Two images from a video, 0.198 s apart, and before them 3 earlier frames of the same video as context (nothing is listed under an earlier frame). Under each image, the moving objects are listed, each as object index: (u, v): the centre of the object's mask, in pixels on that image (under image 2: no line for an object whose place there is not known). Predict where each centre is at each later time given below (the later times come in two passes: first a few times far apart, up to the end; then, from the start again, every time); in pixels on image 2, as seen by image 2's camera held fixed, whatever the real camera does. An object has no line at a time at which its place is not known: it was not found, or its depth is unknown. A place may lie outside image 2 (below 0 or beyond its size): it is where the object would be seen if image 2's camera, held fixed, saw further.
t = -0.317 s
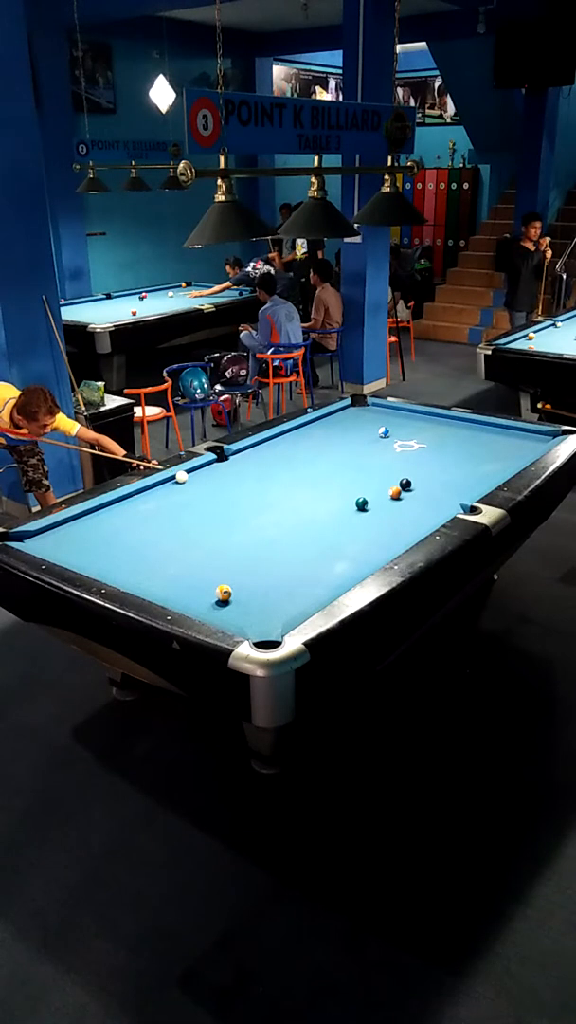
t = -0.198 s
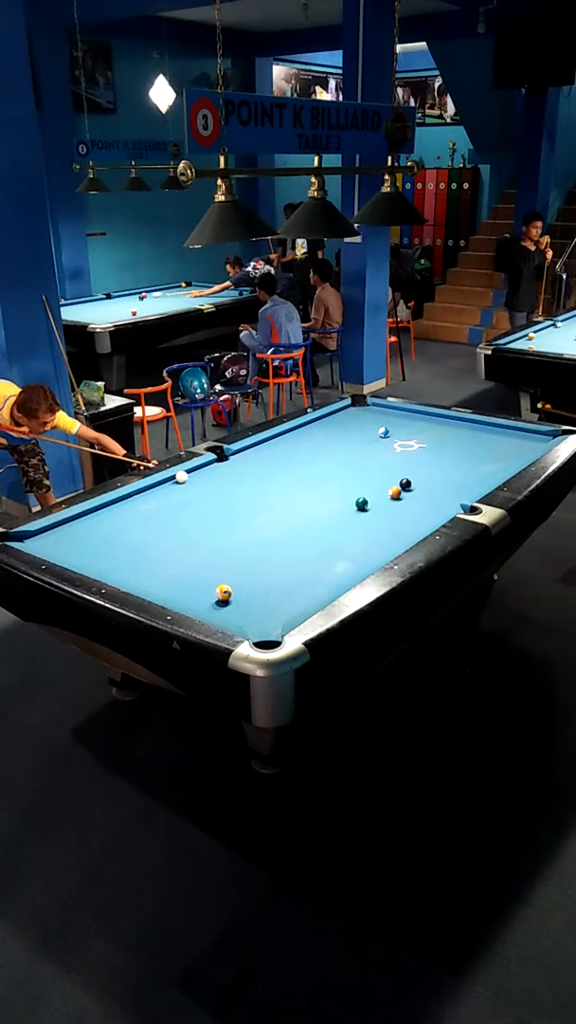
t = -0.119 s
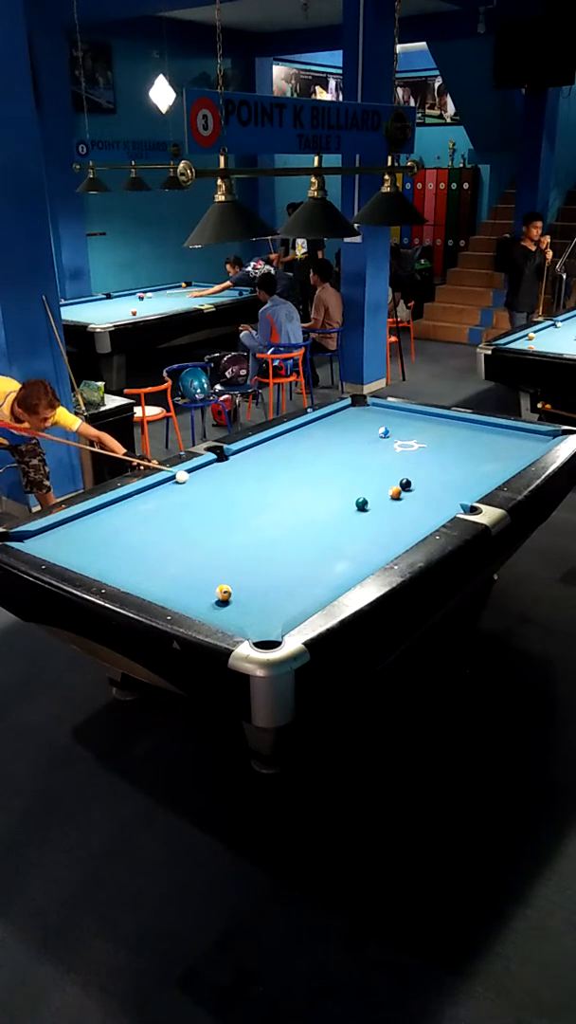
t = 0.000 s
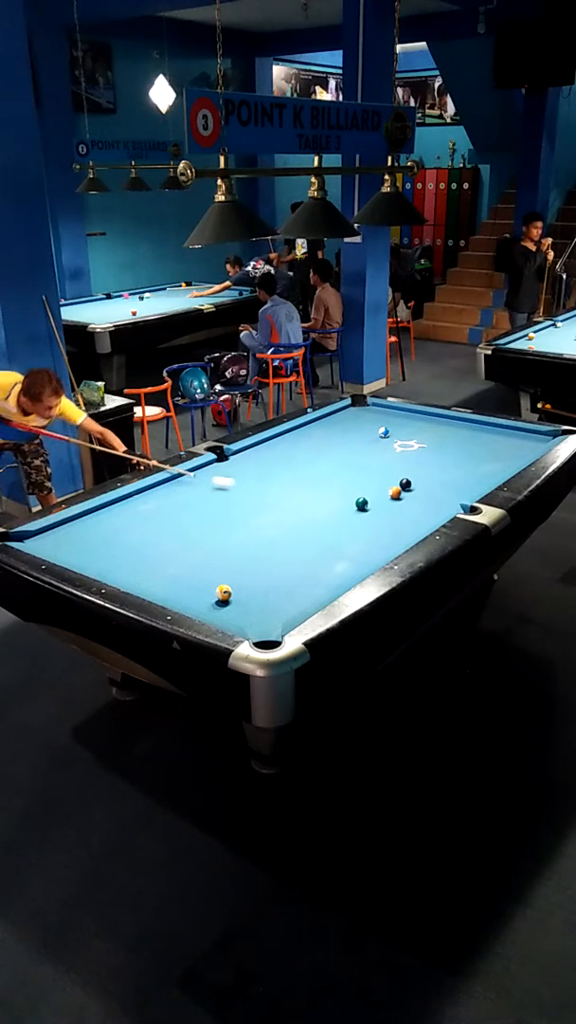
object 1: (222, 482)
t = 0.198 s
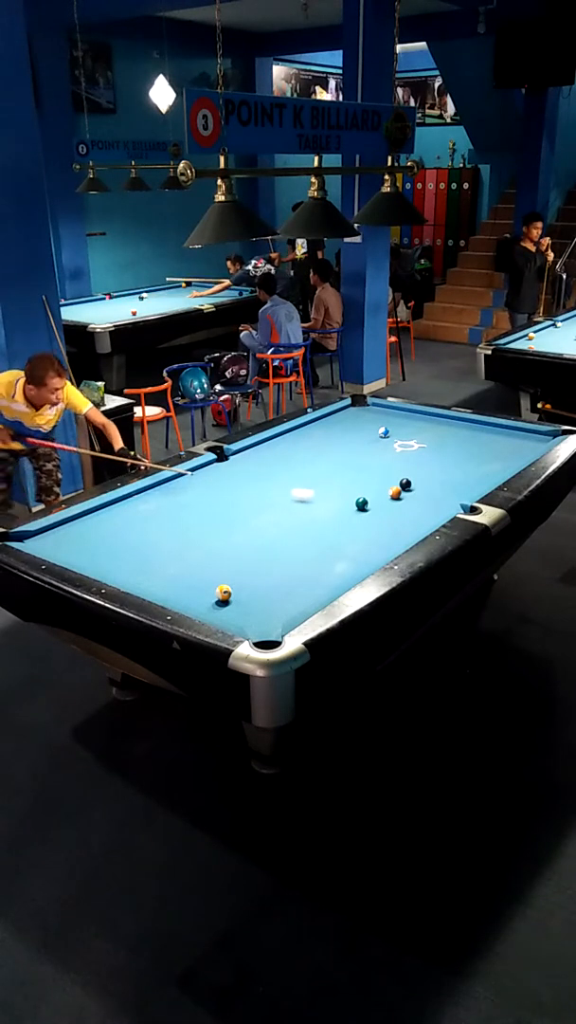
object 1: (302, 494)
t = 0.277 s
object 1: (336, 499)
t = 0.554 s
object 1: (369, 507)
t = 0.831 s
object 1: (401, 514)
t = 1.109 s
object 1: (426, 518)
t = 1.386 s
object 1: (414, 511)
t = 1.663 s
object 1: (403, 504)
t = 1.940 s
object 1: (392, 498)
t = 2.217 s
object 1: (382, 494)
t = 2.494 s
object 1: (372, 492)
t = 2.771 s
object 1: (363, 490)
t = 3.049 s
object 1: (356, 488)
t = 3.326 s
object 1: (350, 486)
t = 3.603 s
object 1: (346, 485)
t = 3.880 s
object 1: (343, 484)
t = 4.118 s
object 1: (341, 484)
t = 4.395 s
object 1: (341, 484)
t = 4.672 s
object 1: (341, 484)
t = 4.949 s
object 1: (341, 484)
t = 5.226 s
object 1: (341, 484)
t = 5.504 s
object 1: (341, 484)
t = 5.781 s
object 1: (341, 484)
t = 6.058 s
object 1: (341, 483)
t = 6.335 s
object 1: (341, 483)
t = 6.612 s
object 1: (341, 484)
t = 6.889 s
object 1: (341, 483)
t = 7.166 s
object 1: (341, 483)
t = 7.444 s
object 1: (341, 483)
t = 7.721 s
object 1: (341, 483)
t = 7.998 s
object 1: (341, 483)
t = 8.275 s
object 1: (341, 483)
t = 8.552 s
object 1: (341, 483)
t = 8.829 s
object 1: (341, 483)
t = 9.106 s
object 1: (341, 483)
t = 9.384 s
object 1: (341, 483)
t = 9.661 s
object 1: (341, 483)
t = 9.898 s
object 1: (341, 483)
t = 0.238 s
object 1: (319, 496)
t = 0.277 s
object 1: (336, 499)
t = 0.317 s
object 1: (348, 502)
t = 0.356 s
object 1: (350, 502)
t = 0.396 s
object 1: (352, 503)
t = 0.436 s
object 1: (355, 504)
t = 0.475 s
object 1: (359, 505)
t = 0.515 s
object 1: (364, 506)
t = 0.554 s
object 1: (369, 507)
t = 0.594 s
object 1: (373, 508)
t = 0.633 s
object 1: (377, 509)
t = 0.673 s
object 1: (382, 510)
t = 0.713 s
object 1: (387, 511)
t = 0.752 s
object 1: (391, 512)
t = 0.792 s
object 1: (396, 513)
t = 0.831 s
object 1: (401, 514)
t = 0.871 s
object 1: (405, 515)
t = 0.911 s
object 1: (409, 516)
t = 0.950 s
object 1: (414, 517)
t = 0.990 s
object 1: (418, 518)
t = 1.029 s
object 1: (422, 519)
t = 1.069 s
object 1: (426, 518)
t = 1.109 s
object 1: (426, 518)
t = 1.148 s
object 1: (424, 518)
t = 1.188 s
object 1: (423, 517)
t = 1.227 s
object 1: (421, 516)
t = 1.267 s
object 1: (420, 515)
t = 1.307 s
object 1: (418, 514)
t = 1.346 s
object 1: (416, 512)
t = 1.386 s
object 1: (414, 511)
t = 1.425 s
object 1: (413, 510)
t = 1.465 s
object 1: (411, 509)
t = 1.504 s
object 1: (409, 508)
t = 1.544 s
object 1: (408, 507)
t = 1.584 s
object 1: (406, 506)
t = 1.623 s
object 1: (404, 505)
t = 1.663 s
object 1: (403, 504)
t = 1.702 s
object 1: (401, 503)
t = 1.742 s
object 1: (400, 503)
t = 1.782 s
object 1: (398, 502)
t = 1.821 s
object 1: (397, 501)
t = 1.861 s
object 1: (396, 500)
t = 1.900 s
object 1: (394, 499)
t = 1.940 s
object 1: (392, 498)
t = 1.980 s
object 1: (391, 497)
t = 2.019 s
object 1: (390, 496)
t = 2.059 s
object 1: (388, 496)
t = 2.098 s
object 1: (386, 496)
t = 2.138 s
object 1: (385, 495)
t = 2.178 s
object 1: (383, 494)
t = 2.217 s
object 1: (382, 494)
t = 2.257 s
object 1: (380, 494)
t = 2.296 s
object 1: (379, 493)
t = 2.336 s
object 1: (378, 493)
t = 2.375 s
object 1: (376, 493)
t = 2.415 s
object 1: (375, 492)
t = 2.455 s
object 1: (373, 492)
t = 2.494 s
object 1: (372, 492)
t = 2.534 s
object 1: (371, 491)
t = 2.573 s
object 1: (370, 491)
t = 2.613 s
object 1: (369, 491)
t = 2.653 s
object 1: (367, 491)
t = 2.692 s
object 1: (366, 490)
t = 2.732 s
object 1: (365, 490)
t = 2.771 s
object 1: (363, 490)
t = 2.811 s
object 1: (362, 489)
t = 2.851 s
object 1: (361, 489)
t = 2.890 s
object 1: (360, 489)
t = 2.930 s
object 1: (359, 488)
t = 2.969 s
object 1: (358, 488)
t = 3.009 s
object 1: (357, 488)
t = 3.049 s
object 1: (356, 488)
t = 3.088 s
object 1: (355, 487)
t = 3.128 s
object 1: (354, 487)
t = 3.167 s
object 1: (354, 487)
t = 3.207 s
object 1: (353, 487)
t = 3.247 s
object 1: (352, 487)
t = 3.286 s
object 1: (351, 486)
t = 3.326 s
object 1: (350, 486)
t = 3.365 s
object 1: (350, 486)
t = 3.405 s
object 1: (349, 486)
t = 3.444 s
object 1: (348, 486)
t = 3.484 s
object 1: (348, 486)
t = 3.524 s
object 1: (347, 486)
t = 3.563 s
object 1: (347, 485)
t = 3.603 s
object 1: (346, 485)
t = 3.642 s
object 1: (345, 485)
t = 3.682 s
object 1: (345, 485)
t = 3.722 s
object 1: (344, 485)
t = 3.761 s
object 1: (344, 484)
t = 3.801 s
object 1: (344, 484)
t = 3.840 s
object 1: (343, 484)
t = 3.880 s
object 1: (343, 484)
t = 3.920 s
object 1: (343, 484)
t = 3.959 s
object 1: (342, 484)
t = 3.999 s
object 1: (342, 484)
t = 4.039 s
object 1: (342, 484)
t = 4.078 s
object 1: (342, 484)
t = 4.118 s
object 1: (341, 484)
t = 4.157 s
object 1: (341, 484)
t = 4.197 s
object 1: (341, 484)
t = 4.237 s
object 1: (341, 484)
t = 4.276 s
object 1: (341, 484)
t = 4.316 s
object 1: (341, 484)
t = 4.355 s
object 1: (341, 484)
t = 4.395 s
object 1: (341, 484)
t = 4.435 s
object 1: (341, 484)
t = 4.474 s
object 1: (341, 484)
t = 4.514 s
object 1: (341, 484)
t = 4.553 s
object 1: (341, 484)
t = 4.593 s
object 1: (341, 484)
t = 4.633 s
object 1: (341, 484)
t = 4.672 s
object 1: (341, 484)
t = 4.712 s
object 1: (341, 484)
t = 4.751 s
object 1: (341, 484)
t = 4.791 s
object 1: (341, 484)
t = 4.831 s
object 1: (341, 484)
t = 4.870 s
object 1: (341, 484)
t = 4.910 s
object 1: (341, 484)
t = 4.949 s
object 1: (341, 484)
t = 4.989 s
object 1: (341, 484)
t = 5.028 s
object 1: (341, 484)
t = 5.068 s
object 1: (341, 484)
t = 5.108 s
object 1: (341, 484)
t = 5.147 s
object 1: (341, 484)
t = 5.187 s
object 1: (341, 484)
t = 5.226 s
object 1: (341, 484)
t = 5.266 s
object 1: (341, 484)
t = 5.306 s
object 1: (341, 484)
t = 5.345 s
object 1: (341, 484)
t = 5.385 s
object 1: (341, 484)
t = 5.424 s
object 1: (341, 484)
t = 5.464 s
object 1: (341, 484)
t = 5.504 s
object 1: (341, 484)
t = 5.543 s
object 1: (341, 484)
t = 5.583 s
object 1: (341, 484)
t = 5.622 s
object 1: (341, 484)
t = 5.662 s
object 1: (341, 484)
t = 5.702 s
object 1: (341, 483)
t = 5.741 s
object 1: (341, 484)
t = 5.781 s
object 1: (341, 484)
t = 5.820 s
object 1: (341, 484)
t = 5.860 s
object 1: (341, 483)
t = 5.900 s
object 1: (341, 483)
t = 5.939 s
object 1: (341, 483)
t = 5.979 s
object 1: (341, 483)
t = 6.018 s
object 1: (341, 483)
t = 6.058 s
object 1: (341, 483)
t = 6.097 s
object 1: (341, 483)
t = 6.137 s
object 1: (341, 483)
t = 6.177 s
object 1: (341, 483)
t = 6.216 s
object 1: (341, 483)
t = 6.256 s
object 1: (341, 483)
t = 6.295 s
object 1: (341, 483)
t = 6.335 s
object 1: (341, 483)
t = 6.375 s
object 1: (341, 483)
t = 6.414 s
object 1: (341, 484)
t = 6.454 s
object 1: (341, 483)
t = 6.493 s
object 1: (341, 484)
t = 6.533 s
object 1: (341, 484)
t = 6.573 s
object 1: (341, 484)
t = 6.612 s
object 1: (341, 484)
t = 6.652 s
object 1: (341, 484)
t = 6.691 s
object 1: (341, 484)
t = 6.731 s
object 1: (341, 483)
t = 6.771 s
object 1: (341, 483)
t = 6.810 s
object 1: (341, 483)
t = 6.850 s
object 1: (341, 483)
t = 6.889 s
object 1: (341, 483)
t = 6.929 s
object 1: (341, 483)
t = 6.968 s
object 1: (341, 483)
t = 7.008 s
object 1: (341, 484)
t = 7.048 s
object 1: (341, 484)
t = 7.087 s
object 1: (341, 483)
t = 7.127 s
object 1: (341, 484)
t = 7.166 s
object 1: (341, 483)
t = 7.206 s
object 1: (341, 483)
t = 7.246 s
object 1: (342, 483)
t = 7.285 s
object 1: (341, 483)
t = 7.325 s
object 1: (341, 483)
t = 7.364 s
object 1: (341, 483)
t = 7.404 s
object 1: (341, 483)
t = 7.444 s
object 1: (341, 483)
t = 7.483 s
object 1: (341, 483)
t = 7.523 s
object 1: (341, 483)
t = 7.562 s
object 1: (341, 483)
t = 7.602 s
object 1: (341, 483)
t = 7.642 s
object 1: (341, 483)
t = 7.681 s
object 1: (341, 483)
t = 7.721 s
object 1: (341, 483)
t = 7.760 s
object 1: (341, 483)
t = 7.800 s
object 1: (341, 483)
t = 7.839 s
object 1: (341, 483)
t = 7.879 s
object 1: (341, 483)
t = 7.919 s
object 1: (341, 483)
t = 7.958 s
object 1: (341, 483)
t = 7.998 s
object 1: (341, 483)
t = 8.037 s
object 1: (341, 483)
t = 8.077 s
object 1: (341, 483)
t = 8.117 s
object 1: (341, 483)
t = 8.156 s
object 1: (341, 483)
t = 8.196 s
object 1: (341, 483)
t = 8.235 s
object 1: (341, 483)
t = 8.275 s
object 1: (341, 483)
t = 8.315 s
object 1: (341, 483)
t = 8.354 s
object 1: (341, 483)
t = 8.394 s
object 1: (341, 483)
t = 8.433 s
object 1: (341, 483)
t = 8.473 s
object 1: (341, 483)
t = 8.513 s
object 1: (341, 483)
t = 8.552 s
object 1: (341, 483)
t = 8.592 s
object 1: (341, 483)
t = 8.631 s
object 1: (341, 483)
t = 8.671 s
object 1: (341, 483)
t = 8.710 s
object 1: (341, 483)
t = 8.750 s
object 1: (341, 483)
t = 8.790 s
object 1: (341, 483)
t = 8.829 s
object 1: (341, 483)
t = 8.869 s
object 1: (341, 483)
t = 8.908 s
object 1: (341, 483)
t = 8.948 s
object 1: (341, 483)
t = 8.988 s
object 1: (341, 483)
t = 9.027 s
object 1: (341, 483)
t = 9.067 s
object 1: (341, 483)
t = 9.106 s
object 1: (341, 483)
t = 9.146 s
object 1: (341, 483)
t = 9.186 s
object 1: (341, 483)
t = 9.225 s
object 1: (341, 483)
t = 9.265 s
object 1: (341, 483)
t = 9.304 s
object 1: (341, 483)
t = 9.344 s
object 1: (341, 483)
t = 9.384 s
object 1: (341, 483)
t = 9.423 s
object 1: (341, 483)
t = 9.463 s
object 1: (341, 483)
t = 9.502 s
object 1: (341, 483)
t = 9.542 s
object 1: (341, 483)
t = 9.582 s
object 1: (341, 483)
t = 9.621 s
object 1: (341, 483)
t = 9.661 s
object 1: (341, 483)
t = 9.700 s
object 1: (341, 483)
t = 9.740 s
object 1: (341, 483)
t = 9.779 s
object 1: (341, 483)
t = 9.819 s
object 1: (341, 483)
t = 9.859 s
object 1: (341, 483)
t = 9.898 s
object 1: (341, 483)
